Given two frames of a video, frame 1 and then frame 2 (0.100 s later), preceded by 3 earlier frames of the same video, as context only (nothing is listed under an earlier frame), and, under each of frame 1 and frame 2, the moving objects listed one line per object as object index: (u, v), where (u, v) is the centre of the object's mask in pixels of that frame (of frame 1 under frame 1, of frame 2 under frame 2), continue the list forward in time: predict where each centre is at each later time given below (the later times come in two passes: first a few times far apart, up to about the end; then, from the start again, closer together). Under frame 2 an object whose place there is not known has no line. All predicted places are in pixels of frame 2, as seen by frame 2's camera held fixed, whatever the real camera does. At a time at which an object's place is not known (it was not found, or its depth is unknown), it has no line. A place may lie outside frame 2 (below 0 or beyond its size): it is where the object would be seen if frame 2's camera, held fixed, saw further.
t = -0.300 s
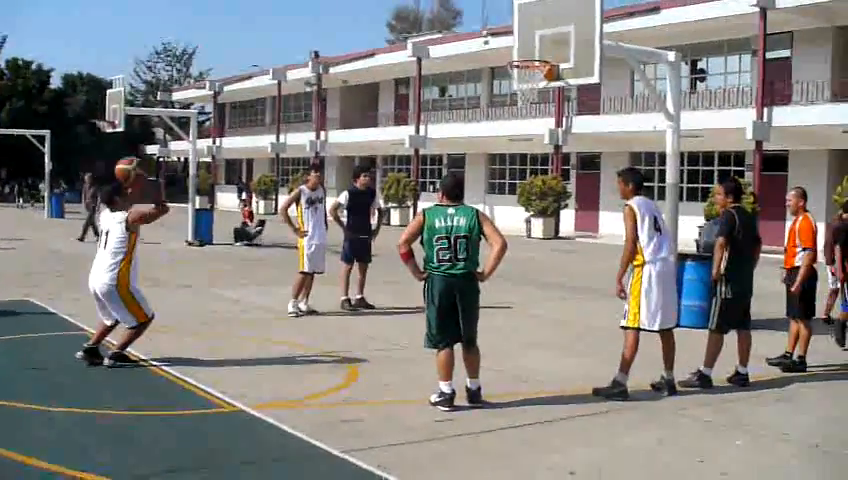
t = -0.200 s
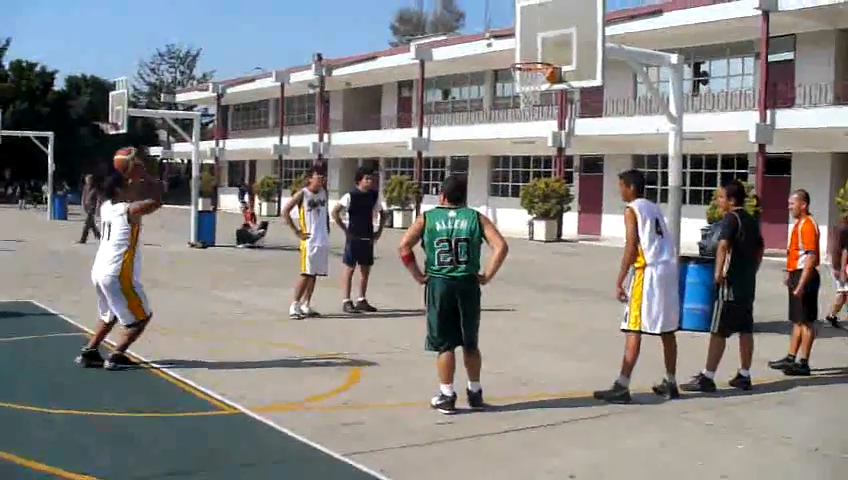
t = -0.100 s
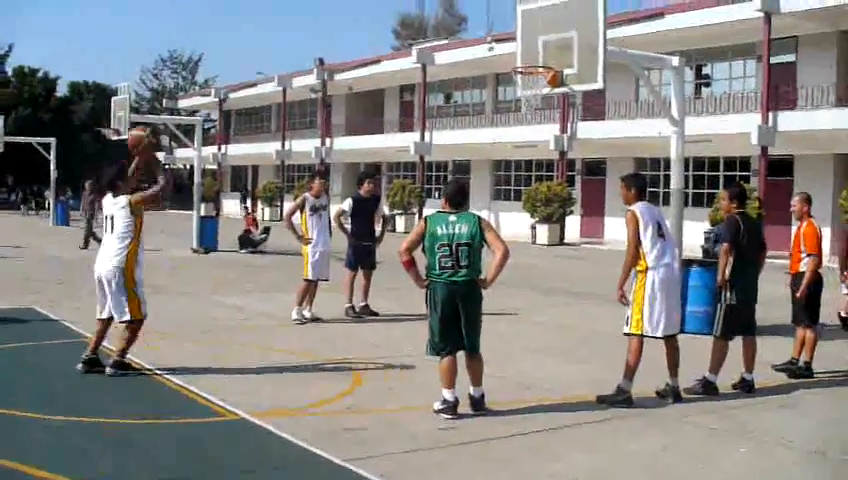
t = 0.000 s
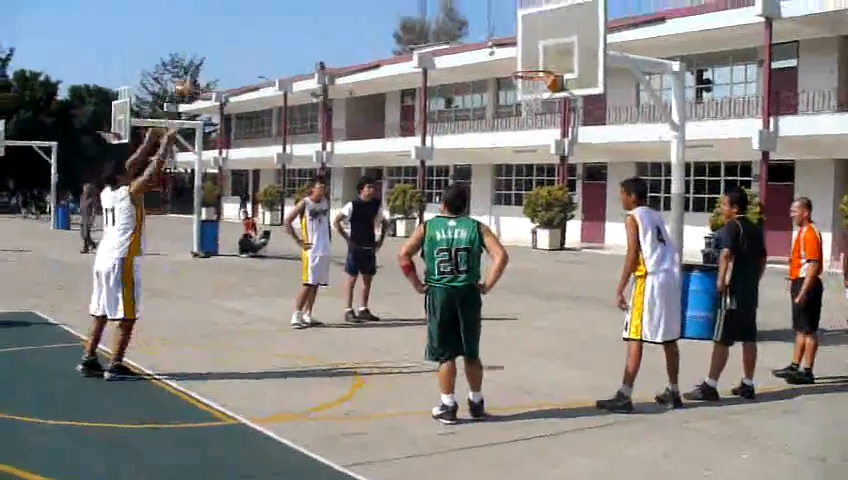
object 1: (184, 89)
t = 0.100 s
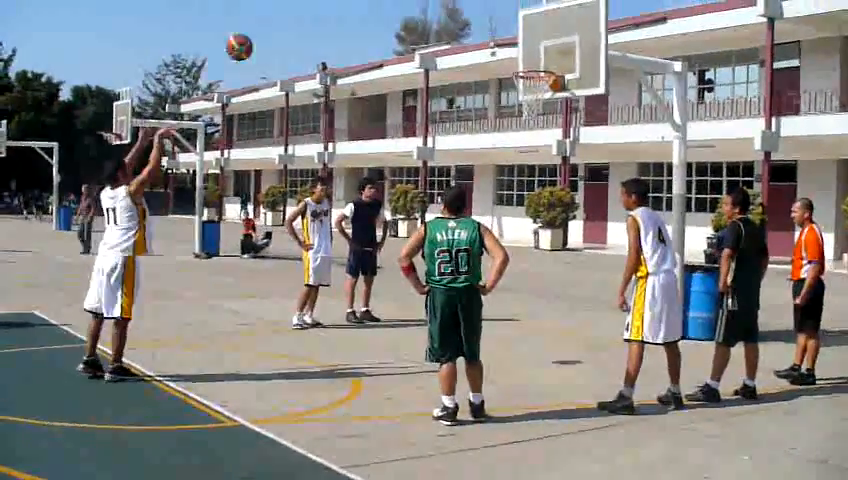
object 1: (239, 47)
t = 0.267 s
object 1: (316, 7)
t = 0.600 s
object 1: (443, 12)
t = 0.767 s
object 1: (498, 51)
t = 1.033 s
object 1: (526, 30)
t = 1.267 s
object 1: (501, 24)
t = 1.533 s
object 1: (468, 74)
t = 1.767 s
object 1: (432, 167)
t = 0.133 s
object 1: (255, 36)
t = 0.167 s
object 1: (270, 26)
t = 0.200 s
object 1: (286, 18)
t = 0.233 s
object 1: (301, 10)
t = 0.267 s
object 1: (316, 7)
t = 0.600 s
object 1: (443, 12)
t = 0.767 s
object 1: (498, 51)
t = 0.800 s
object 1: (508, 63)
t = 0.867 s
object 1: (515, 51)
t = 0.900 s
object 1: (517, 46)
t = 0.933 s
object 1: (520, 40)
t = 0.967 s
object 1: (522, 35)
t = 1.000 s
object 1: (524, 33)
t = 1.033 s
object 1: (526, 30)
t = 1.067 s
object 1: (526, 28)
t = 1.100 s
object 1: (522, 25)
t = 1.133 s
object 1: (518, 23)
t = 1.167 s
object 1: (514, 22)
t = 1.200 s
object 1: (509, 22)
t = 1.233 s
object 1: (506, 23)
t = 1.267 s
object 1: (501, 24)
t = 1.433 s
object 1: (480, 48)
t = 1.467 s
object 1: (475, 56)
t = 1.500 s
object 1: (472, 65)
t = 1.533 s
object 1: (468, 74)
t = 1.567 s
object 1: (463, 85)
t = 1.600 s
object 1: (456, 98)
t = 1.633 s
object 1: (453, 109)
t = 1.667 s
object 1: (447, 123)
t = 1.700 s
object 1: (443, 137)
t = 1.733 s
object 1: (439, 153)
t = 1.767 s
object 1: (432, 167)
